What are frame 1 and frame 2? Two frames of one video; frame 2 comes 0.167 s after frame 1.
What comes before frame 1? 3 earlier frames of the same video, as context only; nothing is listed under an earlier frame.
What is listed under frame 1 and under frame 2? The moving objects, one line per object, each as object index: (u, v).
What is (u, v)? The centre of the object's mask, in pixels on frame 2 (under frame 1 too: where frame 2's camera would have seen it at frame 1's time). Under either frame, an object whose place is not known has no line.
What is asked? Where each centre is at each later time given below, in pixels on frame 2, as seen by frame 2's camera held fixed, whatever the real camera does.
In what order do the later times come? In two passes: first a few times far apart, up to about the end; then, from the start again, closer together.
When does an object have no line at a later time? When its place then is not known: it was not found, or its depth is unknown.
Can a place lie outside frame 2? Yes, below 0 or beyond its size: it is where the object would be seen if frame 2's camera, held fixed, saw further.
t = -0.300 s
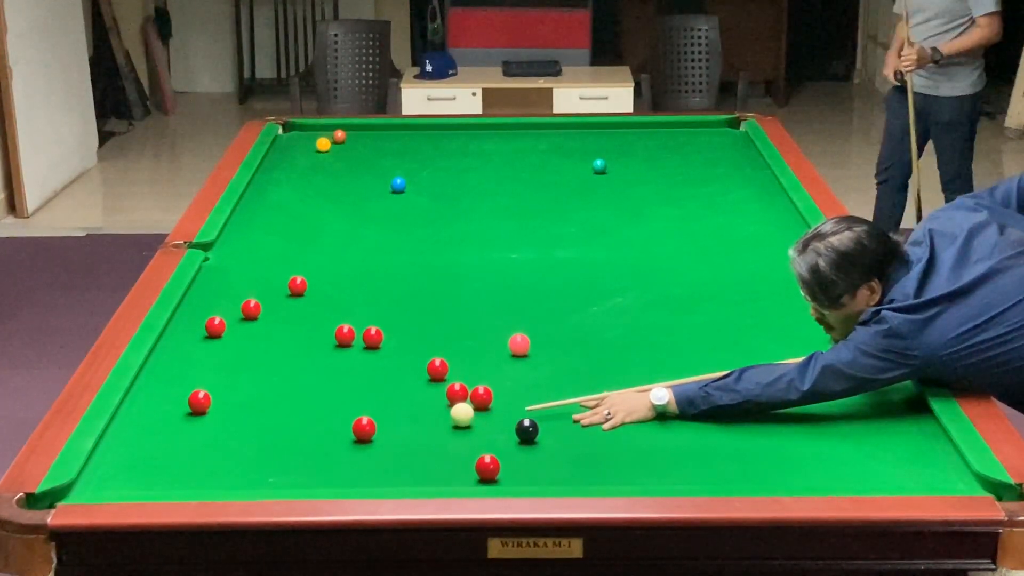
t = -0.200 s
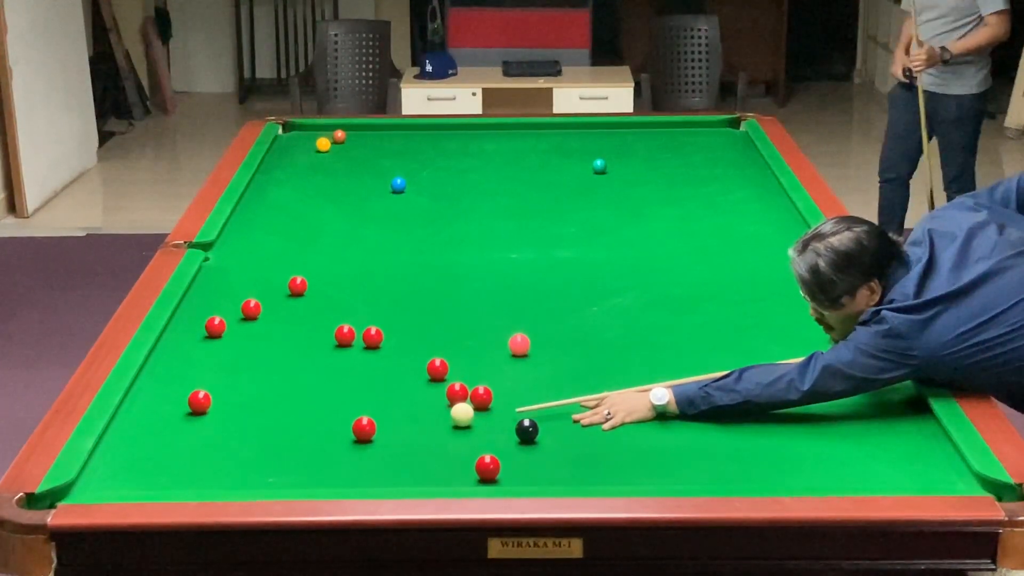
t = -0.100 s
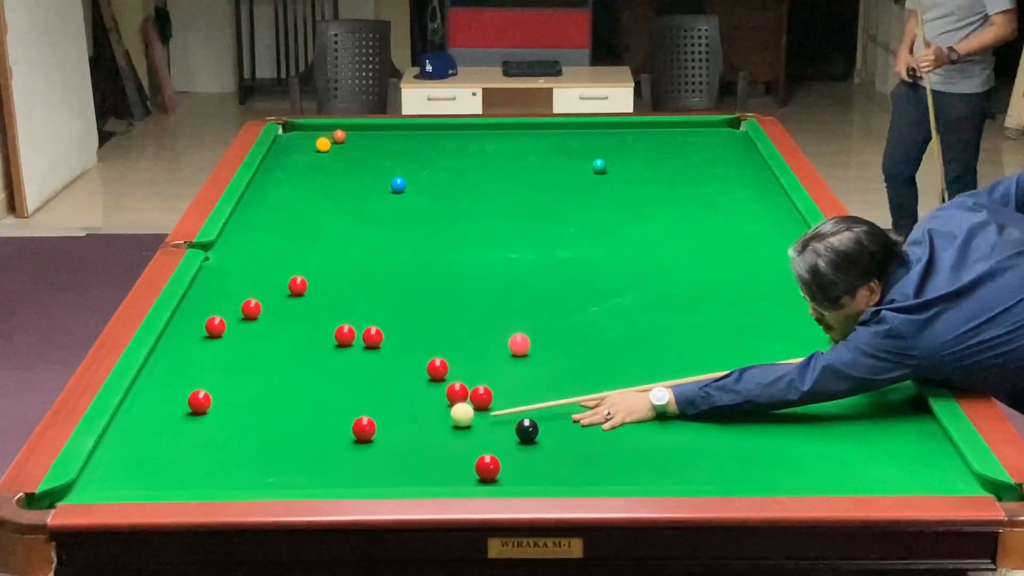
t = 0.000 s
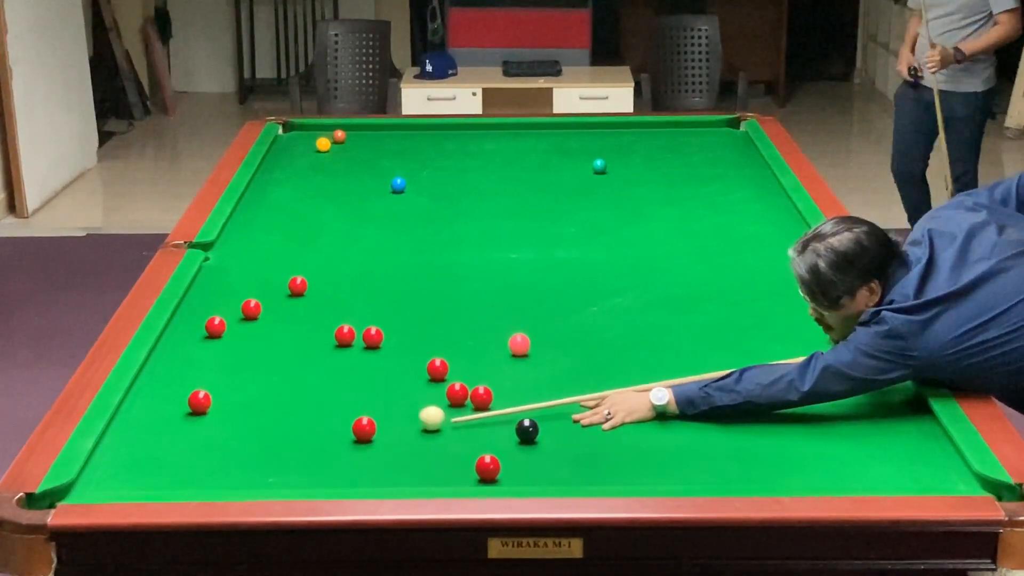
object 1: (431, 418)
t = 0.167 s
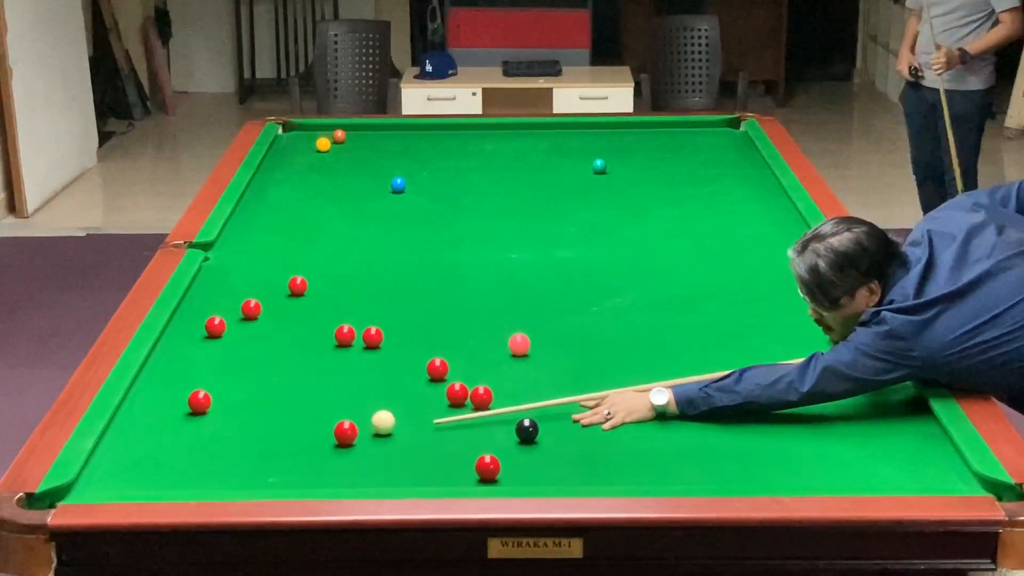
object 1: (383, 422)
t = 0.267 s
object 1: (379, 420)
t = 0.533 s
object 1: (371, 416)
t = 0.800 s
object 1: (364, 413)
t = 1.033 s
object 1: (359, 410)
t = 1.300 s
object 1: (356, 408)
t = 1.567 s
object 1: (354, 407)
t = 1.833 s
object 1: (352, 406)
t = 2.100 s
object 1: (353, 406)
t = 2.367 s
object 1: (353, 407)
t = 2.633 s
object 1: (353, 407)
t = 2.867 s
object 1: (353, 407)
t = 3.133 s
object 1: (353, 407)
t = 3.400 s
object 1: (353, 407)
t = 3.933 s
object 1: (353, 406)
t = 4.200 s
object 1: (353, 407)
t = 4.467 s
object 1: (353, 407)
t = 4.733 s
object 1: (353, 407)
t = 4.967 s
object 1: (353, 407)
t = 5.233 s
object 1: (353, 407)
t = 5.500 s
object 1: (353, 407)
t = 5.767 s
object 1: (353, 407)
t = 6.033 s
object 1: (353, 407)
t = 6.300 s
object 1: (353, 407)
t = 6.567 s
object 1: (353, 407)
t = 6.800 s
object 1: (353, 407)
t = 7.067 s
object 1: (353, 407)
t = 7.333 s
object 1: (353, 407)
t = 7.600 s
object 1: (353, 407)
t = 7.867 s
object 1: (353, 406)
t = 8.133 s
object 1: (353, 407)
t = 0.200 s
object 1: (382, 422)
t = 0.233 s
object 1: (381, 421)
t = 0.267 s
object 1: (379, 420)
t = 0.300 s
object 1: (378, 420)
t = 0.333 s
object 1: (377, 419)
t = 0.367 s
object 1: (376, 419)
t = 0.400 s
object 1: (375, 418)
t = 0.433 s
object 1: (374, 418)
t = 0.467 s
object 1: (373, 417)
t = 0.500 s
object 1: (372, 417)
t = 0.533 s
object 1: (371, 416)
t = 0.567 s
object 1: (370, 416)
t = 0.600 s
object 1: (369, 415)
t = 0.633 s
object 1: (368, 415)
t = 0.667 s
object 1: (367, 414)
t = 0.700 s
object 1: (366, 414)
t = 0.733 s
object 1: (366, 413)
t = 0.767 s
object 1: (365, 413)
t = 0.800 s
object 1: (364, 413)
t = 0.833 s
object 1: (363, 412)
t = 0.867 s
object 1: (363, 412)
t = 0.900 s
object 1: (362, 412)
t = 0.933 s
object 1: (361, 411)
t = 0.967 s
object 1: (361, 411)
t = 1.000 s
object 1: (360, 411)
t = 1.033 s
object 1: (359, 410)
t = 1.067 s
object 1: (359, 410)
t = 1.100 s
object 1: (359, 410)
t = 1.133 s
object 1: (358, 409)
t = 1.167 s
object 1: (358, 409)
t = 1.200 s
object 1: (357, 409)
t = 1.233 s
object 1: (356, 409)
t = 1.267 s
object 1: (356, 409)
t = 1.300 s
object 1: (356, 408)
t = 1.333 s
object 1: (355, 408)
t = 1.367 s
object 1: (355, 408)
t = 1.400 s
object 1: (355, 408)
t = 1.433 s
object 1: (355, 407)
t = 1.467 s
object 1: (354, 407)
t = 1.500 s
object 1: (354, 407)
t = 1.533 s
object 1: (354, 407)
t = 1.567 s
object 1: (354, 407)
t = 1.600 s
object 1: (353, 407)
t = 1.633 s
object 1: (353, 407)
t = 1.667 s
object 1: (353, 407)
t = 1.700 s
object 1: (353, 407)
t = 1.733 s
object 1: (353, 407)
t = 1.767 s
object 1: (352, 406)
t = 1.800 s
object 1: (352, 406)
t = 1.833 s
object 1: (352, 406)
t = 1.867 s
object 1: (352, 406)
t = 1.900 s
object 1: (352, 406)
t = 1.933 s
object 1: (353, 406)
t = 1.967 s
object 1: (353, 406)
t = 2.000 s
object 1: (353, 406)
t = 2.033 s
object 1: (353, 406)
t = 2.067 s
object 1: (353, 406)
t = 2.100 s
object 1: (353, 406)
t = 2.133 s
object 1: (353, 407)
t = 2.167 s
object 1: (353, 407)
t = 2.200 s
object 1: (353, 407)
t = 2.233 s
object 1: (353, 407)
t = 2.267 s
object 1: (353, 407)
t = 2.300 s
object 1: (353, 407)
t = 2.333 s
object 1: (353, 407)
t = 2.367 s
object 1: (353, 407)
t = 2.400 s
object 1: (353, 407)
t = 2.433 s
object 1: (353, 407)
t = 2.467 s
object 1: (353, 407)
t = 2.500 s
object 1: (353, 407)
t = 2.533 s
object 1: (353, 407)
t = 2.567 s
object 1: (353, 407)
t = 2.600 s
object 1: (353, 407)
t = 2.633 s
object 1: (353, 407)
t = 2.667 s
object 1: (353, 407)
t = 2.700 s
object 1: (353, 407)
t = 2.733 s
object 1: (353, 407)
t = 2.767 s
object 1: (353, 407)
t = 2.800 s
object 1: (353, 406)
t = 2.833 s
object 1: (353, 406)
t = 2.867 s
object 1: (353, 407)
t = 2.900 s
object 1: (353, 407)
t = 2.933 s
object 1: (353, 407)
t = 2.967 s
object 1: (353, 406)
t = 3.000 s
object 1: (353, 407)
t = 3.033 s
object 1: (353, 407)
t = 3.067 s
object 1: (353, 407)
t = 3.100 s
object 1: (353, 407)
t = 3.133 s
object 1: (353, 407)
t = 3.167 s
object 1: (352, 407)
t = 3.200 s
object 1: (353, 407)
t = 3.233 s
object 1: (353, 407)
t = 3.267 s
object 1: (353, 407)
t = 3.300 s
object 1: (353, 407)
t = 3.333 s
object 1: (353, 407)
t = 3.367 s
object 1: (353, 407)
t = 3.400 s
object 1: (353, 407)
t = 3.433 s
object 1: (352, 407)
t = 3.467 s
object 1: (353, 407)
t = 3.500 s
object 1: (347, 409)
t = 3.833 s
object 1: (353, 407)
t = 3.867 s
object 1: (353, 406)
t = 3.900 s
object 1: (353, 406)
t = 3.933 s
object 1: (353, 406)
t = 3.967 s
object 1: (353, 406)
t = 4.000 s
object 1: (353, 407)
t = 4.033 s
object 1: (353, 407)
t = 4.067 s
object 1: (353, 407)
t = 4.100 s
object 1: (353, 407)
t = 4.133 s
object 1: (353, 406)
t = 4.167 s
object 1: (353, 406)
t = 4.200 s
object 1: (353, 407)
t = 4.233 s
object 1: (353, 407)
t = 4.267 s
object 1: (352, 407)
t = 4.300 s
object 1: (352, 407)
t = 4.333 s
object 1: (353, 407)
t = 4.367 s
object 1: (352, 407)
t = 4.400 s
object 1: (353, 406)
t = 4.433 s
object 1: (353, 407)
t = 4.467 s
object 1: (353, 407)
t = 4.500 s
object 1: (352, 407)
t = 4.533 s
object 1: (353, 407)
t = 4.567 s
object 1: (352, 407)
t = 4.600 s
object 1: (353, 407)
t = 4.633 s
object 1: (353, 407)
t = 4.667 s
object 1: (353, 407)
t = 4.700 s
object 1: (353, 407)
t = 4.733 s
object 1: (353, 407)
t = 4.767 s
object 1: (353, 407)
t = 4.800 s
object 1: (353, 407)
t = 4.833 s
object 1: (353, 407)
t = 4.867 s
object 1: (353, 407)
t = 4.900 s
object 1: (353, 407)
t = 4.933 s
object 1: (353, 407)
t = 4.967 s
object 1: (353, 407)
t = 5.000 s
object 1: (353, 407)
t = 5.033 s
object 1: (353, 407)
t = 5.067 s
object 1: (353, 407)
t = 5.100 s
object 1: (353, 407)
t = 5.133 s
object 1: (353, 407)
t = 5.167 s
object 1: (353, 407)
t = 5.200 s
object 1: (353, 407)
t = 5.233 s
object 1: (353, 407)
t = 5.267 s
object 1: (353, 407)
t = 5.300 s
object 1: (353, 407)
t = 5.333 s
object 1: (353, 407)
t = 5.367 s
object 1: (353, 406)
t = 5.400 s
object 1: (353, 407)
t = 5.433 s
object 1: (353, 407)
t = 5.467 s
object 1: (353, 407)
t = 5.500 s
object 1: (353, 407)
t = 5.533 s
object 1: (353, 407)
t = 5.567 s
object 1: (353, 407)
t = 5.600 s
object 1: (353, 407)
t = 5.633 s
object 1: (353, 407)
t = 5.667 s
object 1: (353, 407)
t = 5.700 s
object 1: (353, 407)
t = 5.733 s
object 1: (353, 406)
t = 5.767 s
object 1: (353, 407)
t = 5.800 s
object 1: (353, 406)
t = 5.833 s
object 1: (353, 407)
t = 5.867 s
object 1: (353, 407)
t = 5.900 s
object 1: (353, 407)
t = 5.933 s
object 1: (353, 407)
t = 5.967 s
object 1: (353, 407)
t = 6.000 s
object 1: (353, 407)
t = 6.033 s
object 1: (353, 407)
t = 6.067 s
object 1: (353, 407)
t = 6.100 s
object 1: (353, 407)
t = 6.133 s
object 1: (353, 407)
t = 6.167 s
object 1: (353, 407)
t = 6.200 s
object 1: (353, 407)
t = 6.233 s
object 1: (353, 407)
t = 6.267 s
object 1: (353, 407)
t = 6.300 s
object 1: (353, 407)
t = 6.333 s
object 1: (353, 407)
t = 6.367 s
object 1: (353, 407)
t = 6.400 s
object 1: (353, 407)
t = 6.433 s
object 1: (353, 407)
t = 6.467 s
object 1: (353, 407)
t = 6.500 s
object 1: (353, 407)
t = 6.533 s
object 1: (353, 407)
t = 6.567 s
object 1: (353, 407)
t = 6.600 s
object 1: (353, 407)
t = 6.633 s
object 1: (353, 407)
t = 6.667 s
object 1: (353, 407)
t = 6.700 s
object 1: (353, 407)
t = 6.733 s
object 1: (353, 407)
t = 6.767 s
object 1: (353, 407)
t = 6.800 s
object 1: (353, 407)
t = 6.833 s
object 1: (353, 407)
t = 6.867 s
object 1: (353, 407)
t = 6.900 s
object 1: (353, 407)
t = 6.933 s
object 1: (353, 407)
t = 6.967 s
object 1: (353, 407)
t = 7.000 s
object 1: (353, 407)
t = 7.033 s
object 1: (353, 407)
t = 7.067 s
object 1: (353, 407)
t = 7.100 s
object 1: (353, 407)
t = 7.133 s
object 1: (353, 407)
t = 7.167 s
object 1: (353, 407)
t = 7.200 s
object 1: (353, 407)
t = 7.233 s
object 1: (353, 407)
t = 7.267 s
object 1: (353, 407)
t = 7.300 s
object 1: (353, 407)
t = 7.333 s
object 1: (353, 407)
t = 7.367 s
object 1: (353, 407)
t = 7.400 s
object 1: (353, 407)
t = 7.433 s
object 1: (353, 407)
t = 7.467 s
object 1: (353, 407)
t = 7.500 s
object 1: (353, 407)
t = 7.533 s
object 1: (353, 407)
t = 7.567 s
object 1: (353, 407)
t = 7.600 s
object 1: (353, 407)
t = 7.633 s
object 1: (353, 407)
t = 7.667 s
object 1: (353, 407)
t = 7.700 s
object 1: (353, 407)
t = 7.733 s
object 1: (353, 407)
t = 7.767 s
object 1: (353, 407)
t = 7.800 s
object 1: (353, 407)
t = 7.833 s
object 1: (353, 407)
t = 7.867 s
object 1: (353, 406)
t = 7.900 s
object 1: (353, 407)
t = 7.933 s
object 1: (353, 406)
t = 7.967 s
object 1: (353, 406)
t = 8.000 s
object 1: (353, 406)
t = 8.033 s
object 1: (353, 407)
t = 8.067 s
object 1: (353, 407)
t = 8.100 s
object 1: (353, 407)
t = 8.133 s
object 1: (353, 407)
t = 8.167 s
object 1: (353, 407)
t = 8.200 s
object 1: (353, 407)
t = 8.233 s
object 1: (353, 407)
